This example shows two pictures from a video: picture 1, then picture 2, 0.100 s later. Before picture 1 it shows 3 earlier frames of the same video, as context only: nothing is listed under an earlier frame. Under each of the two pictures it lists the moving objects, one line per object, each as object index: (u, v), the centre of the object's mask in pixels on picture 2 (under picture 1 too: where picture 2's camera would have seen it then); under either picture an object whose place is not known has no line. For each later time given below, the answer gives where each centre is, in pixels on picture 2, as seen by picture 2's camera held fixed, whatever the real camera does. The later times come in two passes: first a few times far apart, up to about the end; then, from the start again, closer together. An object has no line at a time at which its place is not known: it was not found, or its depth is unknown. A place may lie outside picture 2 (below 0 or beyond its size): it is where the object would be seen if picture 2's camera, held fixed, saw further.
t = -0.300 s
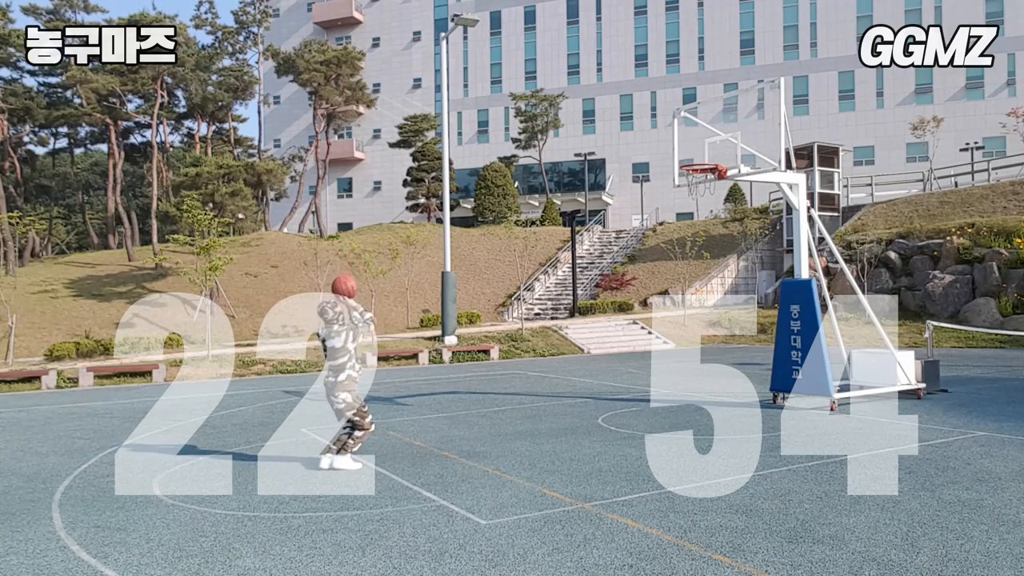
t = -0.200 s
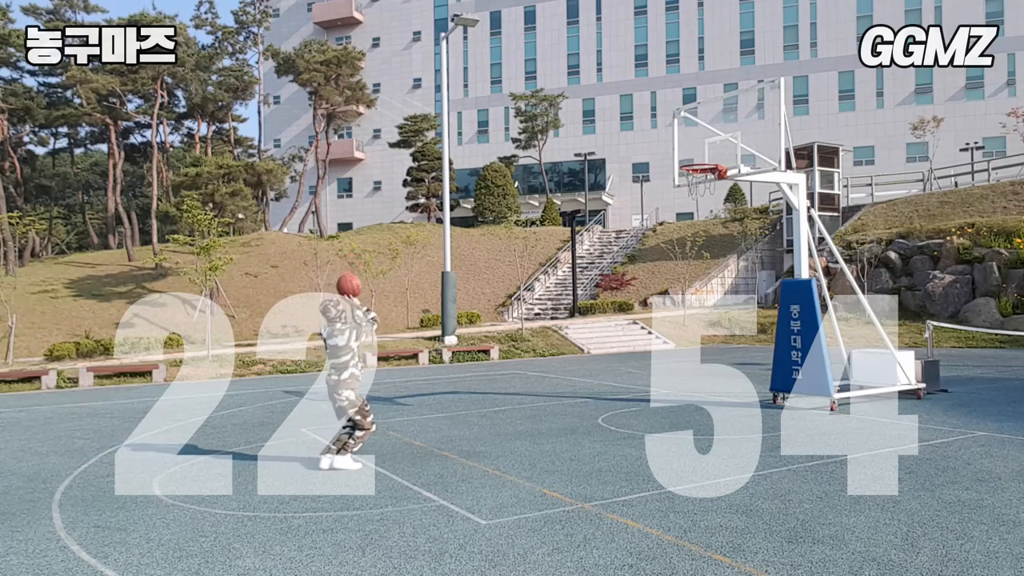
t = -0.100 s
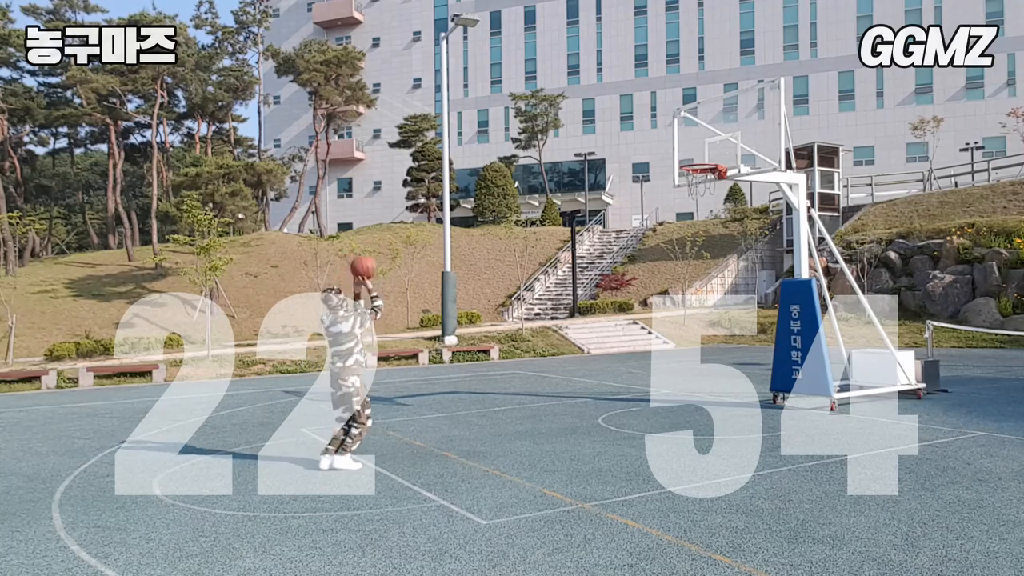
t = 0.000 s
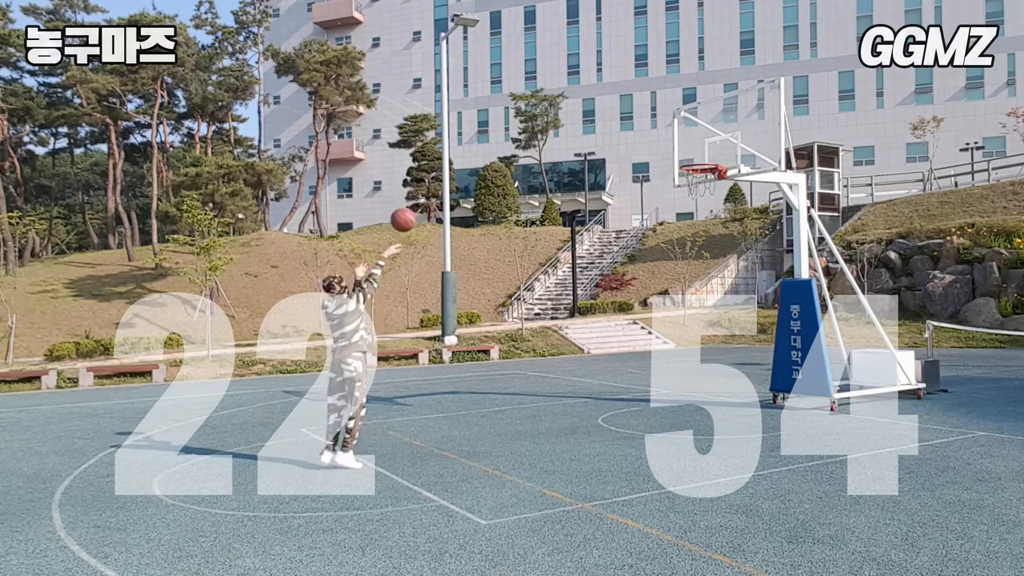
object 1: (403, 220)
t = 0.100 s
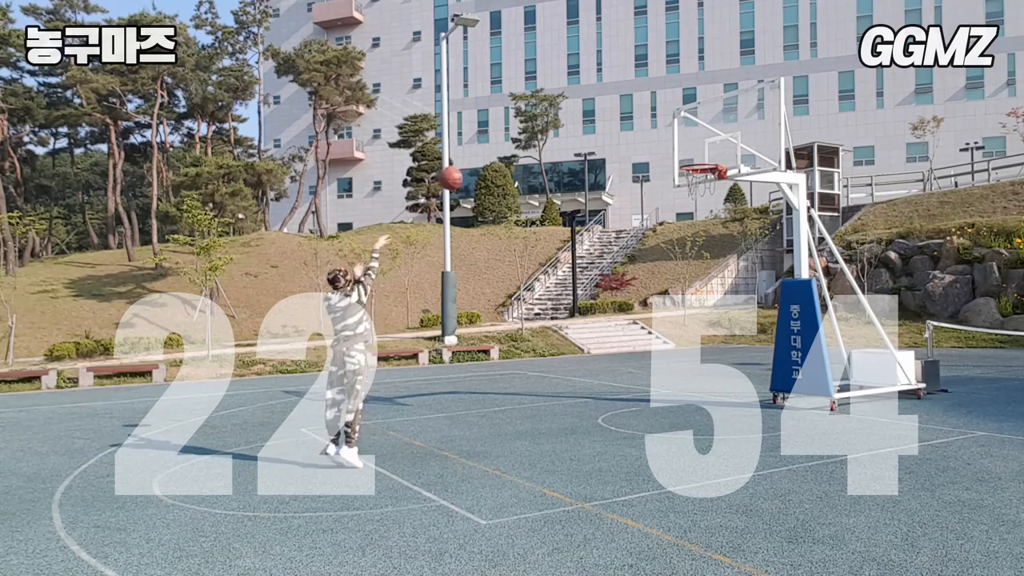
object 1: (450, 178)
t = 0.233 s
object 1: (509, 141)
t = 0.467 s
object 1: (598, 121)
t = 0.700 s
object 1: (676, 149)
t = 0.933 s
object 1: (713, 139)
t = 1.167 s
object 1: (709, 141)
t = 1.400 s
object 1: (697, 153)
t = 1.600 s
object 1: (695, 163)
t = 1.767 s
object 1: (710, 181)
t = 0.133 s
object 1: (465, 167)
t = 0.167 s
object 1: (480, 157)
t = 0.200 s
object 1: (495, 149)
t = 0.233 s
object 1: (509, 141)
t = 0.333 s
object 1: (549, 126)
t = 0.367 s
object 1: (561, 123)
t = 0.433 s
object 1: (586, 121)
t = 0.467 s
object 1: (598, 121)
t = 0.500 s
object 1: (610, 122)
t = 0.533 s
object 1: (622, 125)
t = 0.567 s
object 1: (633, 128)
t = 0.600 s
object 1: (644, 132)
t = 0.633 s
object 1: (655, 137)
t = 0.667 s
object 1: (665, 142)
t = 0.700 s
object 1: (676, 149)
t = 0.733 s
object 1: (686, 156)
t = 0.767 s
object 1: (690, 151)
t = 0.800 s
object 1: (695, 146)
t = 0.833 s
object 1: (699, 143)
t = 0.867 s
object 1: (704, 141)
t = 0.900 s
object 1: (709, 140)
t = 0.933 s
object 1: (713, 139)
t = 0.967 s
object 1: (718, 139)
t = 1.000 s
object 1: (720, 139)
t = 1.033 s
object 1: (719, 138)
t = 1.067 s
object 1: (716, 137)
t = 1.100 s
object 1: (714, 137)
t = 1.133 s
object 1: (712, 139)
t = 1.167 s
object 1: (709, 141)
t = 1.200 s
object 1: (707, 144)
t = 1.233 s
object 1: (705, 148)
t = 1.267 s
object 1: (703, 153)
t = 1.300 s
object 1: (701, 155)
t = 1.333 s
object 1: (699, 154)
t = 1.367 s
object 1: (698, 153)
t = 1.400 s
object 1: (697, 153)
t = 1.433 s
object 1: (695, 153)
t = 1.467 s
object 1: (694, 155)
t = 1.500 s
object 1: (692, 157)
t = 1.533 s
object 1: (691, 160)
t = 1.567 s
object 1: (692, 162)
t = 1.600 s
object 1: (695, 163)
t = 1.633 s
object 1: (698, 166)
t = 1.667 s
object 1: (701, 168)
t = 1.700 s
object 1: (703, 170)
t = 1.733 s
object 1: (707, 175)
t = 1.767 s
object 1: (710, 181)
